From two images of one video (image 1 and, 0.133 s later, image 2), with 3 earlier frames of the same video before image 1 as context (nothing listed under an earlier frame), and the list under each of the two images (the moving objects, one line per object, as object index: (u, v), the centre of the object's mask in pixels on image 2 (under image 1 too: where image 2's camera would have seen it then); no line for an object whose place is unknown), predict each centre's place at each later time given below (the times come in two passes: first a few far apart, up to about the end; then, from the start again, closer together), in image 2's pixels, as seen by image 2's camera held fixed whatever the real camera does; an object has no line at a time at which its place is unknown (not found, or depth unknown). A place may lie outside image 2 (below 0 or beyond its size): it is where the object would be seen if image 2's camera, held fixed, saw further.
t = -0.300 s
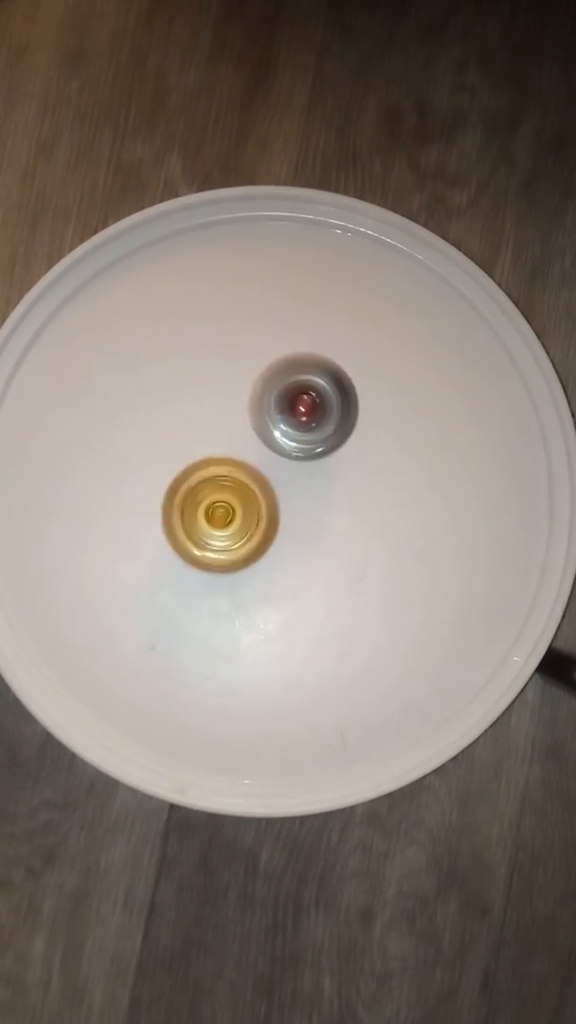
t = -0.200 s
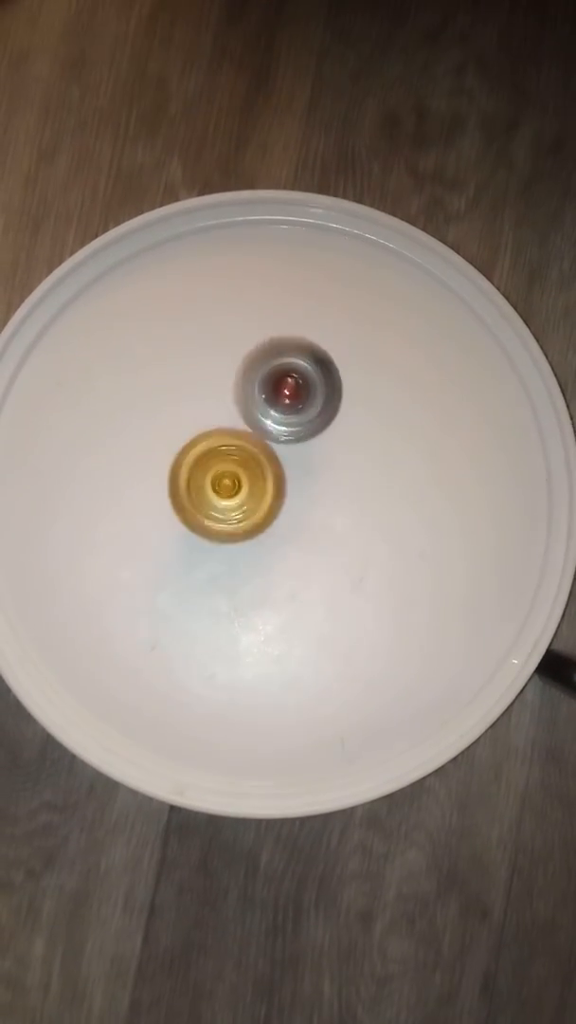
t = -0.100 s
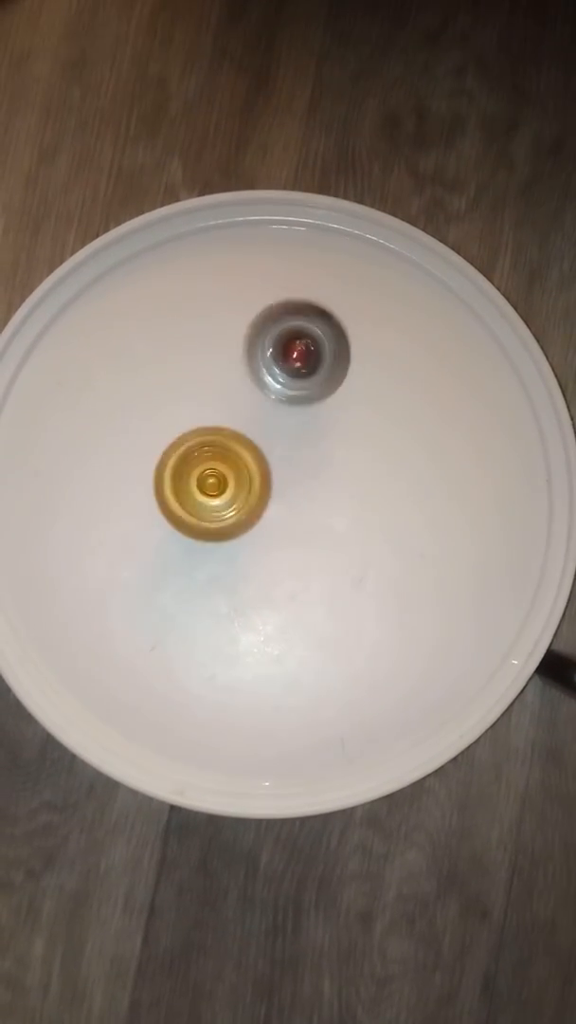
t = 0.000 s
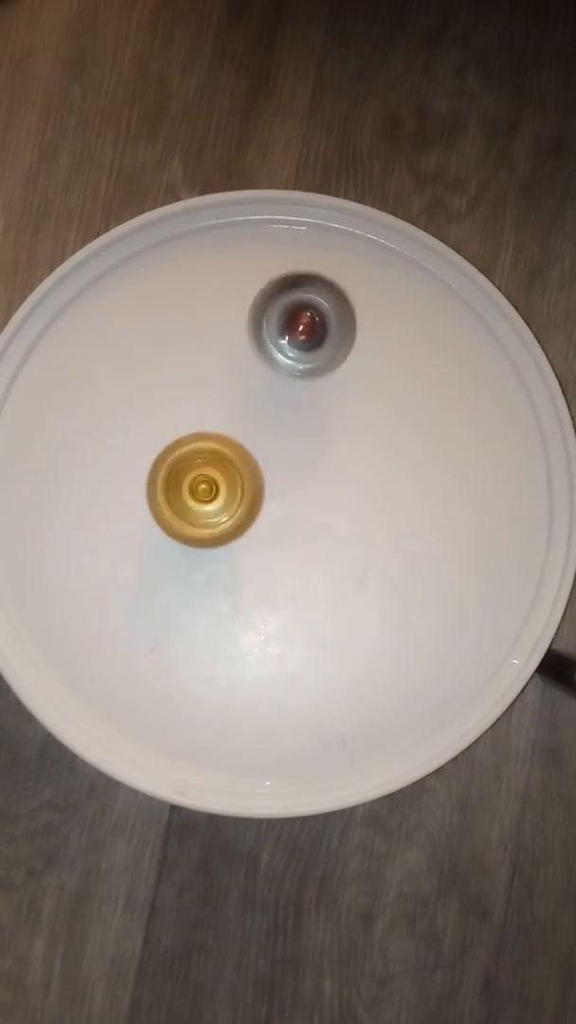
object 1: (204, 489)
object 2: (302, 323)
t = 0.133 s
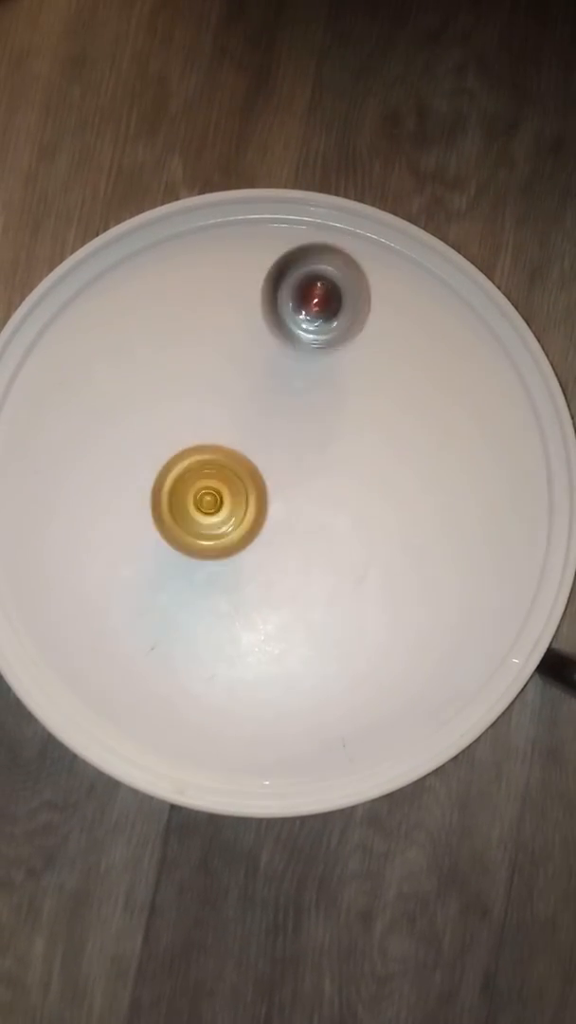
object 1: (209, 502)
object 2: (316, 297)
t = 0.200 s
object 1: (216, 506)
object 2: (325, 291)
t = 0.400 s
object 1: (257, 506)
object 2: (362, 291)
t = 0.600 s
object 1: (295, 490)
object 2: (393, 317)
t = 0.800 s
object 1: (330, 459)
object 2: (398, 366)
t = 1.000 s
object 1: (277, 503)
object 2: (409, 397)
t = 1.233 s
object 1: (234, 605)
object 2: (361, 448)
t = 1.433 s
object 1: (255, 666)
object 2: (302, 478)
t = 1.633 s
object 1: (300, 657)
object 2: (239, 485)
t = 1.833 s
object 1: (322, 583)
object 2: (178, 473)
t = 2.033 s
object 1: (298, 491)
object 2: (135, 444)
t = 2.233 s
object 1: (239, 422)
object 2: (120, 419)
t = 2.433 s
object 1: (234, 395)
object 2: (92, 393)
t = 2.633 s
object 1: (247, 404)
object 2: (110, 381)
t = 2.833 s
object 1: (281, 433)
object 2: (150, 395)
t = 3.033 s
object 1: (331, 464)
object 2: (193, 433)
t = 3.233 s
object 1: (383, 482)
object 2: (227, 486)
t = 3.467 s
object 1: (416, 483)
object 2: (245, 558)
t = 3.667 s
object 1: (402, 480)
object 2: (241, 616)
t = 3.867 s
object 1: (362, 495)
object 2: (217, 660)
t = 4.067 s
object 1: (313, 521)
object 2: (191, 677)
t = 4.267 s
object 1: (268, 553)
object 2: (180, 659)
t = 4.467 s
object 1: (275, 541)
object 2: (156, 644)
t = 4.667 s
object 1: (288, 494)
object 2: (148, 613)
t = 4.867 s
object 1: (293, 448)
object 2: (172, 573)
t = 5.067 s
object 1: (274, 418)
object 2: (220, 543)
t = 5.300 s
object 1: (261, 415)
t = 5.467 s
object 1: (257, 413)
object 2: (325, 573)
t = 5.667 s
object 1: (267, 434)
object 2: (353, 619)
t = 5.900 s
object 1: (309, 474)
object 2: (349, 667)
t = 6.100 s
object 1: (356, 490)
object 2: (323, 688)
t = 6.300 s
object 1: (387, 489)
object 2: (297, 670)
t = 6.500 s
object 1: (389, 480)
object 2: (283, 623)
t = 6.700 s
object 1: (362, 479)
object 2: (292, 570)
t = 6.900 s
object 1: (368, 431)
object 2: (291, 544)
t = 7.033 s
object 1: (357, 408)
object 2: (320, 526)
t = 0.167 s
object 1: (212, 504)
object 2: (320, 292)
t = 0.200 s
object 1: (216, 506)
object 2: (325, 291)
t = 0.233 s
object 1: (221, 508)
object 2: (331, 288)
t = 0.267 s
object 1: (228, 510)
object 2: (338, 287)
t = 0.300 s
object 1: (235, 510)
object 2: (344, 287)
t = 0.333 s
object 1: (243, 509)
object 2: (350, 287)
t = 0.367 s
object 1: (251, 508)
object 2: (356, 289)
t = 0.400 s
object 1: (257, 506)
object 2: (362, 291)
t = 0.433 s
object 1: (263, 502)
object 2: (369, 293)
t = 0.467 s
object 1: (267, 497)
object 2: (375, 297)
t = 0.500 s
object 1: (272, 492)
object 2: (380, 301)
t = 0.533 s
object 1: (280, 490)
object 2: (385, 306)
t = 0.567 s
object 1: (287, 490)
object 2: (389, 312)
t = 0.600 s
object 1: (295, 490)
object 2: (393, 317)
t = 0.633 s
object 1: (302, 487)
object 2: (396, 325)
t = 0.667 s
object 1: (309, 482)
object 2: (398, 332)
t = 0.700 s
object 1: (315, 477)
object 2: (399, 340)
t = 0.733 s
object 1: (321, 471)
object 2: (400, 348)
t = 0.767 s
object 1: (326, 465)
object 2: (400, 356)
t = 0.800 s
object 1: (330, 459)
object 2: (398, 366)
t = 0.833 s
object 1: (327, 457)
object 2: (402, 368)
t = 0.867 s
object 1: (317, 462)
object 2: (410, 369)
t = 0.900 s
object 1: (309, 468)
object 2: (416, 372)
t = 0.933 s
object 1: (298, 477)
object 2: (417, 380)
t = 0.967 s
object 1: (287, 489)
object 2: (413, 389)
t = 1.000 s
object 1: (277, 503)
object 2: (409, 397)
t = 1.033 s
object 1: (265, 517)
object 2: (404, 405)
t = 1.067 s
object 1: (255, 531)
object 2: (399, 413)
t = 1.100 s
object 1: (247, 546)
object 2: (392, 420)
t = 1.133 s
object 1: (241, 561)
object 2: (385, 427)
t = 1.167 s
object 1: (238, 576)
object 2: (378, 435)
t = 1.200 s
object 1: (235, 591)
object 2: (370, 442)
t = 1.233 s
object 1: (234, 605)
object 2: (361, 448)
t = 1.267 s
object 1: (234, 619)
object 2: (352, 453)
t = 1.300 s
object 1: (235, 632)
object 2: (342, 458)
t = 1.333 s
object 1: (238, 643)
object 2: (332, 465)
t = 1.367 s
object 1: (243, 653)
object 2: (322, 470)
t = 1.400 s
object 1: (249, 660)
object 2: (313, 474)
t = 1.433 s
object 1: (255, 666)
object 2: (302, 478)
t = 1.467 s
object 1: (263, 670)
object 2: (292, 480)
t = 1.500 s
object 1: (270, 671)
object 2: (282, 483)
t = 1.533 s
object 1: (278, 671)
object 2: (271, 486)
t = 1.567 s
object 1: (285, 668)
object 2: (260, 486)
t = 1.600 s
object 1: (293, 664)
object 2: (249, 485)
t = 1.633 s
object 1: (300, 657)
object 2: (239, 485)
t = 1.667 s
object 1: (307, 648)
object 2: (228, 484)
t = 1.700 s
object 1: (312, 638)
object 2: (217, 482)
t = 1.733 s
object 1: (317, 626)
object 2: (207, 480)
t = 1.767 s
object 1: (320, 613)
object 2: (196, 478)
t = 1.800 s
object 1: (322, 599)
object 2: (187, 476)
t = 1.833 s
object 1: (322, 583)
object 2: (178, 473)
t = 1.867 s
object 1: (321, 567)
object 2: (170, 469)
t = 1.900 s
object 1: (319, 552)
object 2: (162, 465)
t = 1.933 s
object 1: (316, 536)
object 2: (155, 461)
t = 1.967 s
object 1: (311, 521)
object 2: (148, 456)
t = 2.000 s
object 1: (305, 505)
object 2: (141, 450)
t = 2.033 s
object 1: (298, 491)
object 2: (135, 444)
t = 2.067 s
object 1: (290, 478)
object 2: (129, 439)
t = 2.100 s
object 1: (281, 465)
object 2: (124, 434)
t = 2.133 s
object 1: (272, 453)
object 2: (121, 430)
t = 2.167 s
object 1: (261, 442)
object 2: (119, 426)
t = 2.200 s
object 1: (250, 431)
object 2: (119, 422)
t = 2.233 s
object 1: (239, 422)
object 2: (120, 419)
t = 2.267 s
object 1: (232, 415)
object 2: (113, 413)
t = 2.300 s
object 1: (234, 410)
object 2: (106, 407)
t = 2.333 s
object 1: (235, 404)
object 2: (101, 402)
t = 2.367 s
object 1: (235, 400)
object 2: (96, 398)
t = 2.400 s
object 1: (235, 396)
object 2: (93, 394)
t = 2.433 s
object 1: (234, 395)
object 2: (92, 393)
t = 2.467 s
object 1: (236, 393)
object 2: (93, 391)
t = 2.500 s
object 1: (236, 394)
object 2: (95, 389)
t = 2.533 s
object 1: (238, 395)
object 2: (98, 387)
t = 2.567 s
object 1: (240, 397)
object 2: (102, 384)
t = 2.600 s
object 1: (243, 400)
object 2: (106, 382)
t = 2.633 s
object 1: (247, 404)
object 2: (110, 381)
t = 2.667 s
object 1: (251, 408)
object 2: (115, 381)
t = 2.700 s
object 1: (257, 412)
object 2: (121, 383)
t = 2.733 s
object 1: (262, 417)
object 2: (128, 385)
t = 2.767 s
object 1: (268, 422)
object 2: (135, 388)
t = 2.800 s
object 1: (274, 428)
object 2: (143, 391)
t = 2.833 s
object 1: (281, 433)
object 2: (150, 395)
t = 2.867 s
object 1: (289, 439)
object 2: (157, 399)
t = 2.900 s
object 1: (296, 444)
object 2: (163, 404)
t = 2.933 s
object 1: (305, 450)
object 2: (170, 411)
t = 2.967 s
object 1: (314, 455)
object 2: (178, 418)
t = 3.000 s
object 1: (322, 459)
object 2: (185, 426)
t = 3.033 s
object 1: (331, 464)
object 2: (193, 433)
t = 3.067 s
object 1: (340, 468)
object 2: (200, 440)
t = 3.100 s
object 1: (348, 472)
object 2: (206, 447)
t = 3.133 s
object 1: (357, 475)
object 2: (212, 455)
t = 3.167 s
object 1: (366, 478)
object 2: (217, 465)
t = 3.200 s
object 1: (375, 480)
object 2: (222, 475)
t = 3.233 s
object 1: (383, 482)
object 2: (227, 486)
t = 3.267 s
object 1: (390, 483)
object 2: (232, 496)
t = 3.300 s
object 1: (396, 484)
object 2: (236, 506)
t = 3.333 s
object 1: (403, 485)
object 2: (239, 515)
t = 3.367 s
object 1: (409, 485)
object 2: (241, 525)
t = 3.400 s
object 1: (412, 485)
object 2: (243, 536)
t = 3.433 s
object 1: (415, 484)
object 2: (244, 547)
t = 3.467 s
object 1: (416, 483)
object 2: (245, 558)
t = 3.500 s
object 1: (416, 482)
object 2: (247, 568)
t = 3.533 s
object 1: (415, 481)
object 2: (248, 578)
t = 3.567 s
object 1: (413, 480)
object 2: (247, 587)
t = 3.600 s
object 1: (410, 479)
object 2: (245, 597)
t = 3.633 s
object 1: (407, 479)
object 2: (243, 607)
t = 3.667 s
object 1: (402, 480)
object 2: (241, 616)
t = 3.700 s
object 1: (397, 481)
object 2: (238, 625)
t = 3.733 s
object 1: (392, 483)
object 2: (236, 634)
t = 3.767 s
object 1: (385, 485)
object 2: (232, 640)
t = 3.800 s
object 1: (378, 488)
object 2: (227, 647)
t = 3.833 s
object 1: (370, 491)
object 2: (222, 654)
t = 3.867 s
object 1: (362, 495)
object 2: (217, 660)
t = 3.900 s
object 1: (354, 499)
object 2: (212, 666)
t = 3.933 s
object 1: (346, 503)
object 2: (207, 671)
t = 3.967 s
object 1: (337, 508)
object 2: (203, 675)
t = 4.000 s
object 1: (330, 512)
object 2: (200, 677)
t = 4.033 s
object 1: (321, 516)
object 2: (196, 678)
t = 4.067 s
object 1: (313, 521)
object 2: (191, 677)
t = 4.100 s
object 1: (305, 526)
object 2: (186, 678)
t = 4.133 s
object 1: (297, 531)
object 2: (183, 679)
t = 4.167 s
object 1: (289, 537)
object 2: (182, 676)
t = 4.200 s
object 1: (282, 542)
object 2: (182, 672)
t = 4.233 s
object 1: (274, 548)
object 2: (182, 667)
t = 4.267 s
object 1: (268, 553)
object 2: (180, 659)
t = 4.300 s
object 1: (262, 559)
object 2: (178, 654)
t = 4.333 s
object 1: (258, 563)
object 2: (178, 650)
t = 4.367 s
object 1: (261, 559)
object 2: (170, 653)
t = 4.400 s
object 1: (266, 553)
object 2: (165, 652)
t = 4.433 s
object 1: (270, 548)
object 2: (161, 649)
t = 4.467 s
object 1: (275, 541)
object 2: (156, 644)
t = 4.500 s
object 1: (280, 533)
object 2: (151, 641)
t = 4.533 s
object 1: (283, 525)
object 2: (147, 638)
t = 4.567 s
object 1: (286, 516)
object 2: (148, 635)
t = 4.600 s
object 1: (288, 508)
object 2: (148, 629)
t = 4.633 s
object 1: (288, 501)
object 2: (149, 621)
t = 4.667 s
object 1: (288, 494)
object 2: (148, 613)
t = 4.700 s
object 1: (290, 488)
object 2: (148, 607)
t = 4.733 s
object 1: (292, 480)
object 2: (152, 602)
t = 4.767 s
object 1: (294, 472)
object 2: (157, 596)
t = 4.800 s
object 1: (294, 464)
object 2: (163, 588)
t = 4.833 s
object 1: (294, 456)
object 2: (168, 579)
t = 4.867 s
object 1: (293, 448)
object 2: (172, 573)
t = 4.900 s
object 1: (291, 440)
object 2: (179, 568)
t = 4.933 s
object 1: (289, 434)
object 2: (188, 563)
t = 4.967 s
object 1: (286, 428)
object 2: (196, 558)
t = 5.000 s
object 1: (283, 423)
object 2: (205, 551)
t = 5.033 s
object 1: (278, 420)
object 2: (213, 546)
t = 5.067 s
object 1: (274, 418)
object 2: (220, 543)
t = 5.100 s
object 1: (271, 417)
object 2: (230, 541)
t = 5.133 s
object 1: (269, 418)
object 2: (241, 538)
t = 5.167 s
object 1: (267, 420)
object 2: (252, 535)
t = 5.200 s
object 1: (265, 420)
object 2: (261, 534)
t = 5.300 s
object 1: (261, 415)
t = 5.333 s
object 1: (259, 413)
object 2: (297, 548)
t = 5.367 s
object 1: (258, 411)
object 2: (305, 552)
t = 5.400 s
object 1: (258, 411)
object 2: (312, 558)
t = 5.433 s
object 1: (257, 411)
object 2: (319, 565)
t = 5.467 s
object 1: (257, 413)
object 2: (325, 573)
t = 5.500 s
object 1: (258, 414)
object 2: (333, 579)
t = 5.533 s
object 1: (258, 416)
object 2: (339, 586)
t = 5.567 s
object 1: (259, 420)
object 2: (342, 594)
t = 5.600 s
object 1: (261, 424)
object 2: (345, 602)
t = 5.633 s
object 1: (263, 429)
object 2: (349, 611)
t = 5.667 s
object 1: (267, 434)
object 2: (353, 619)
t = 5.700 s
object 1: (271, 439)
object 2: (355, 626)
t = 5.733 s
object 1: (275, 445)
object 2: (355, 633)
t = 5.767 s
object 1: (281, 451)
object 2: (353, 642)
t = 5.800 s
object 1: (287, 458)
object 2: (355, 651)
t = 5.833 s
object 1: (294, 463)
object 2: (355, 657)
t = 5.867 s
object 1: (301, 468)
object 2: (353, 661)
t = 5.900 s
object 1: (309, 474)
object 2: (349, 667)
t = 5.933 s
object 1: (317, 478)
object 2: (343, 674)
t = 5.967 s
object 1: (325, 482)
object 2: (342, 680)
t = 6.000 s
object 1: (333, 485)
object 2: (340, 682)
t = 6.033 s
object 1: (341, 486)
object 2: (336, 683)
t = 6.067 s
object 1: (348, 488)
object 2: (328, 684)
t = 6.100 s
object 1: (356, 490)
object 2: (323, 688)
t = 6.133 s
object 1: (363, 491)
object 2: (320, 688)
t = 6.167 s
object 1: (369, 491)
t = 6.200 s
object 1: (375, 491)
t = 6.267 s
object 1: (384, 489)
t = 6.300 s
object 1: (387, 489)
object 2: (297, 670)
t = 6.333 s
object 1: (390, 488)
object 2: (294, 663)
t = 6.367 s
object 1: (392, 487)
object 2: (289, 655)
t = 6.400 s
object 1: (392, 485)
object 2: (285, 648)
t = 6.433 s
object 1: (392, 483)
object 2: (285, 641)
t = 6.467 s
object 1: (392, 482)
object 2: (284, 633)
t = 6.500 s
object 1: (389, 480)
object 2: (283, 623)
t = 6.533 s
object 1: (386, 479)
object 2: (281, 613)
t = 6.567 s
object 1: (382, 479)
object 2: (281, 607)
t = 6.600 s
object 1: (379, 478)
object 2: (284, 598)
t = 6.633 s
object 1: (374, 478)
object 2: (287, 589)
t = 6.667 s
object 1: (368, 478)
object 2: (289, 579)
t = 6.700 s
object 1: (362, 479)
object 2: (292, 570)
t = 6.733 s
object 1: (361, 475)
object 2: (288, 569)
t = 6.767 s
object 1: (364, 465)
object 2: (283, 566)
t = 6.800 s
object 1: (367, 457)
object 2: (279, 561)
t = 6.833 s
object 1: (368, 448)
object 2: (278, 555)
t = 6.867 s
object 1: (369, 439)
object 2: (283, 549)
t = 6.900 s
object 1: (368, 431)
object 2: (291, 544)
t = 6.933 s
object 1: (366, 425)
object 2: (299, 537)
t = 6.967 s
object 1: (364, 419)
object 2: (303, 531)
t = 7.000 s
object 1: (361, 413)
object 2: (311, 529)
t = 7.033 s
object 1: (357, 408)
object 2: (320, 526)
